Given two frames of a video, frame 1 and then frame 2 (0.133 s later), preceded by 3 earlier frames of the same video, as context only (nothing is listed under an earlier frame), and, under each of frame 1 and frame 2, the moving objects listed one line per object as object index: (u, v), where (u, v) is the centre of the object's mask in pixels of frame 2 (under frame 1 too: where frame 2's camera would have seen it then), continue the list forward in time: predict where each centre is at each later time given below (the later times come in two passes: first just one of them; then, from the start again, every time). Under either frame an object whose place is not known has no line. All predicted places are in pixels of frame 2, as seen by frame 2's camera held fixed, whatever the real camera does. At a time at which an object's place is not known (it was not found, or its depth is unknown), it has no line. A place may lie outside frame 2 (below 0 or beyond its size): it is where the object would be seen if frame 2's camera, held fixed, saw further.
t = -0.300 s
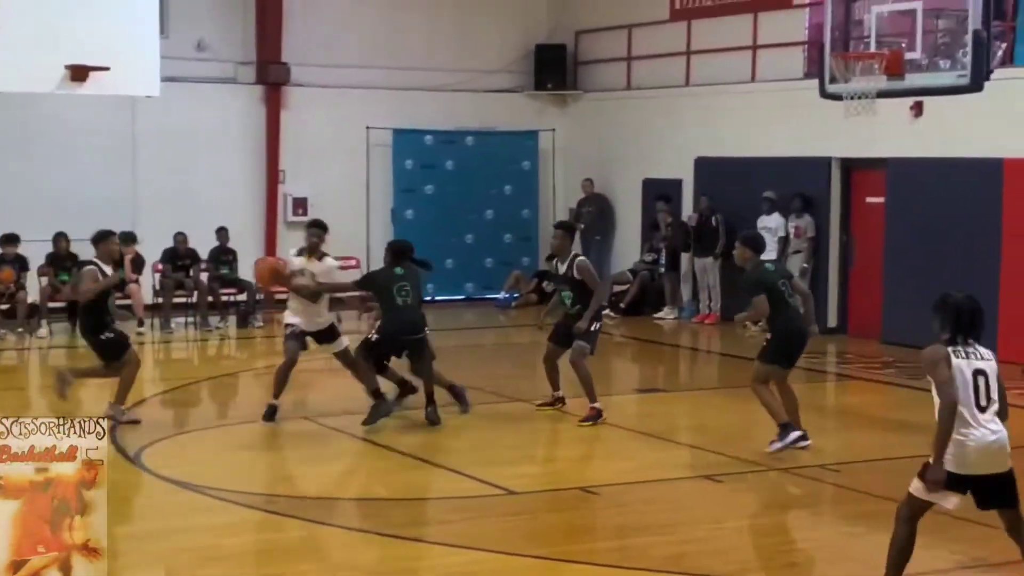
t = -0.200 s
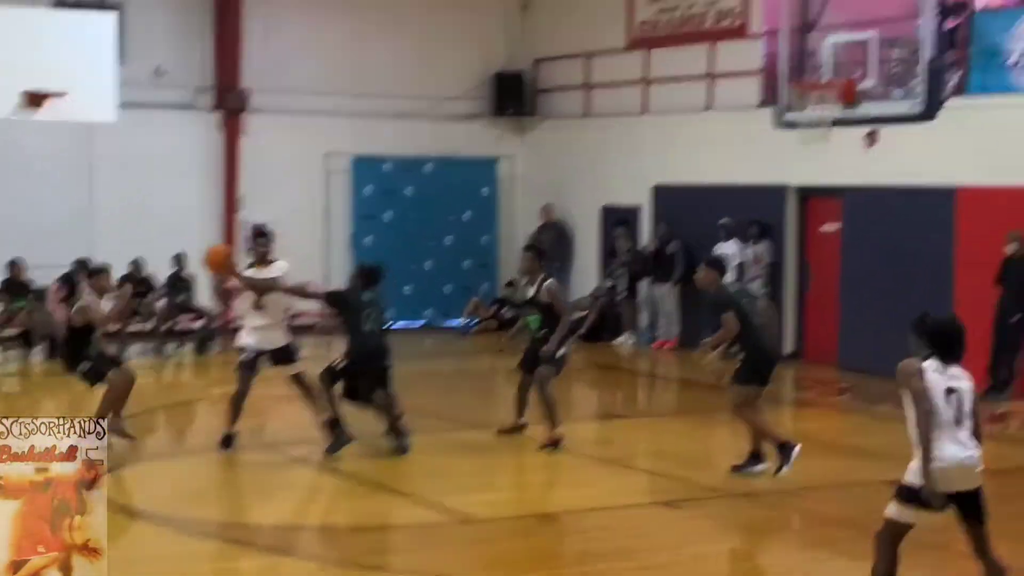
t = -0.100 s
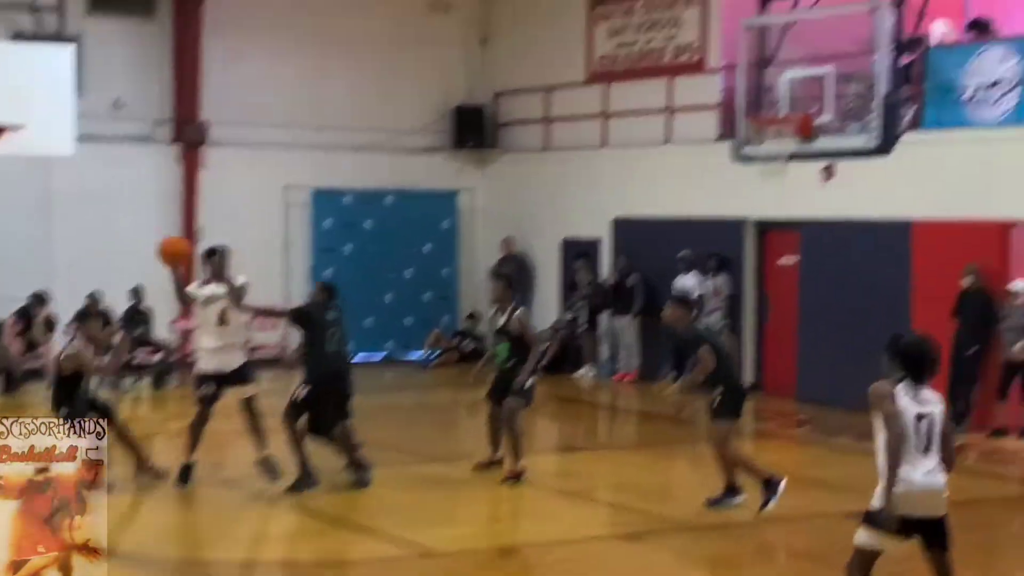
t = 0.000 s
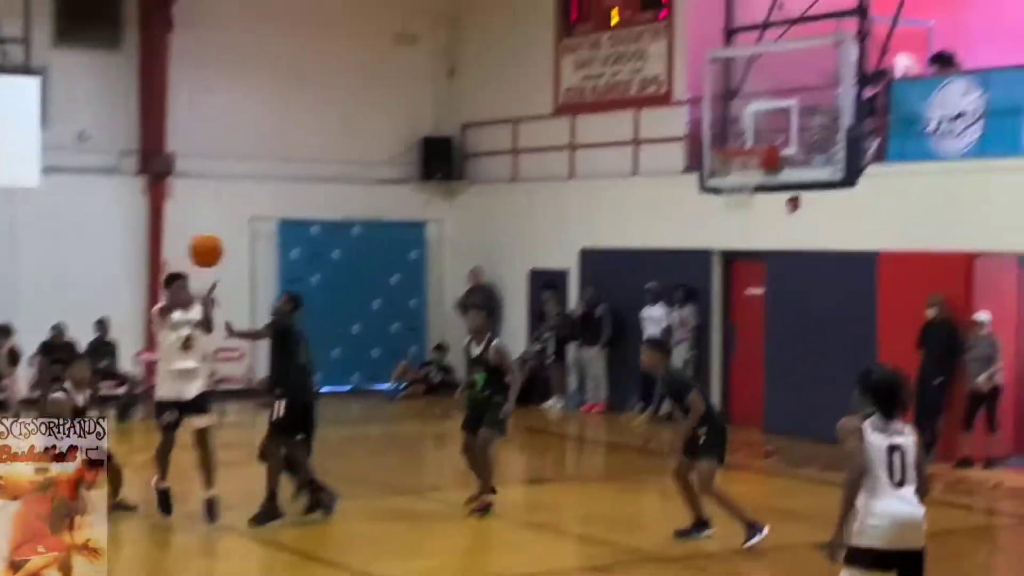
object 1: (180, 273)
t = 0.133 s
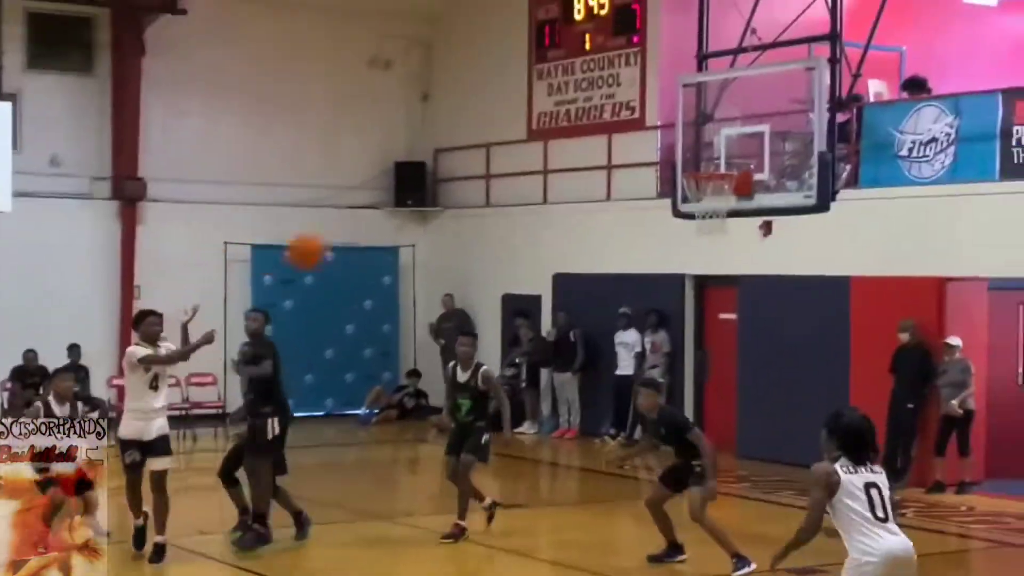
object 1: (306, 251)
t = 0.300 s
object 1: (496, 251)
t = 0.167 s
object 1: (341, 248)
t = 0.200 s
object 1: (376, 247)
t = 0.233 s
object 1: (415, 247)
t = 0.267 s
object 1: (455, 248)
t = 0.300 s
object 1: (496, 251)
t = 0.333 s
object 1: (539, 256)
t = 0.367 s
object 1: (586, 264)
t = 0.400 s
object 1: (635, 275)
